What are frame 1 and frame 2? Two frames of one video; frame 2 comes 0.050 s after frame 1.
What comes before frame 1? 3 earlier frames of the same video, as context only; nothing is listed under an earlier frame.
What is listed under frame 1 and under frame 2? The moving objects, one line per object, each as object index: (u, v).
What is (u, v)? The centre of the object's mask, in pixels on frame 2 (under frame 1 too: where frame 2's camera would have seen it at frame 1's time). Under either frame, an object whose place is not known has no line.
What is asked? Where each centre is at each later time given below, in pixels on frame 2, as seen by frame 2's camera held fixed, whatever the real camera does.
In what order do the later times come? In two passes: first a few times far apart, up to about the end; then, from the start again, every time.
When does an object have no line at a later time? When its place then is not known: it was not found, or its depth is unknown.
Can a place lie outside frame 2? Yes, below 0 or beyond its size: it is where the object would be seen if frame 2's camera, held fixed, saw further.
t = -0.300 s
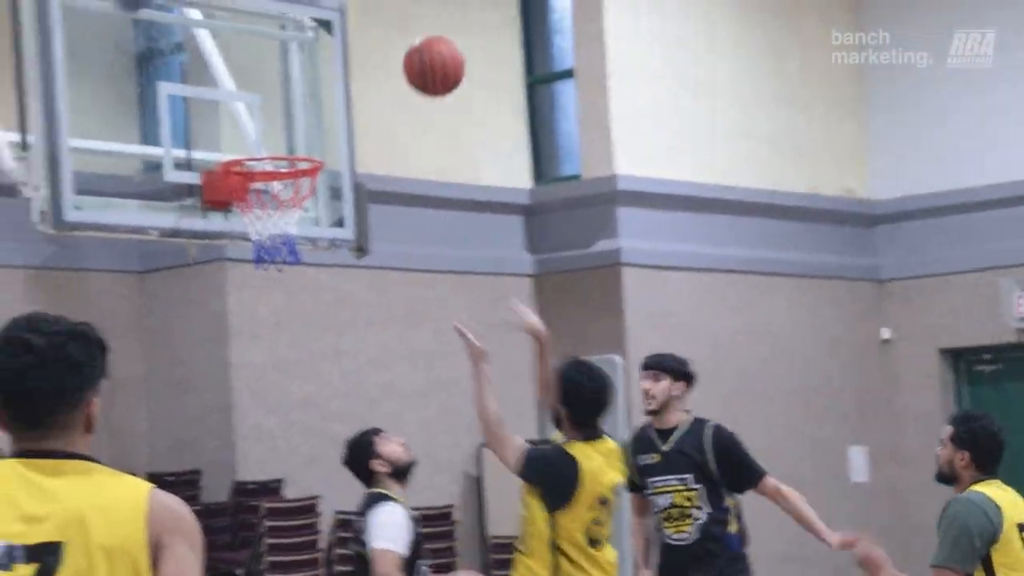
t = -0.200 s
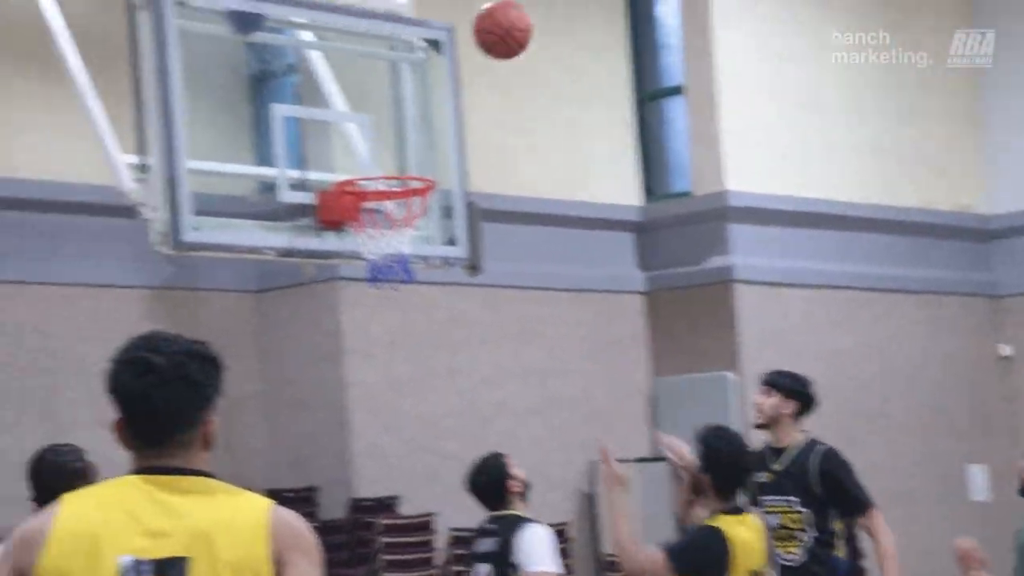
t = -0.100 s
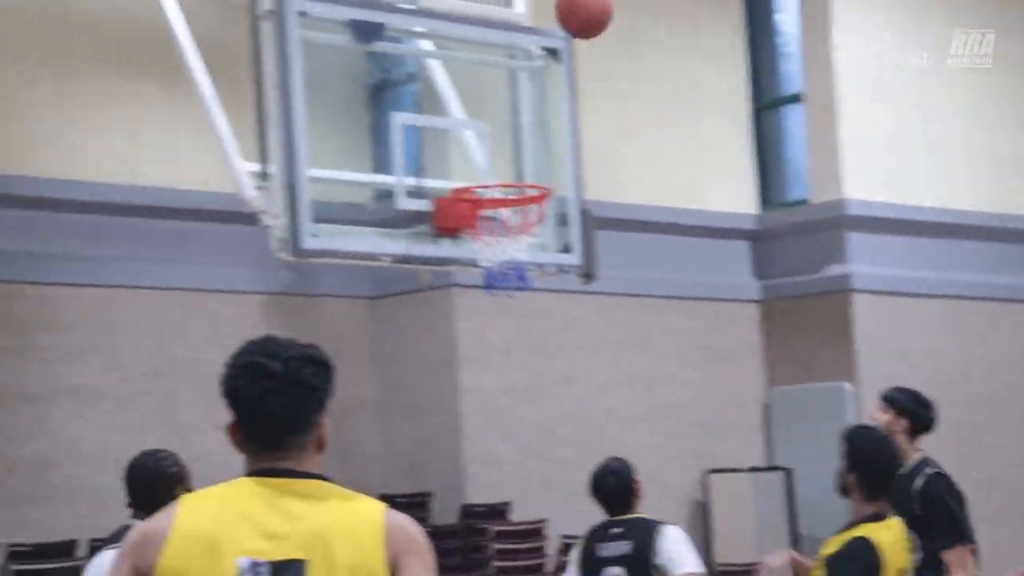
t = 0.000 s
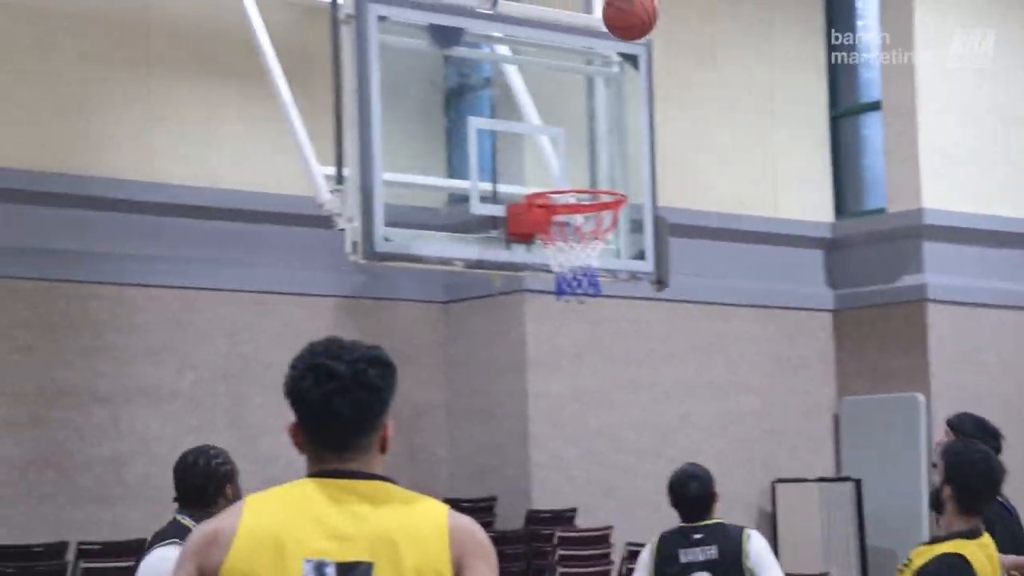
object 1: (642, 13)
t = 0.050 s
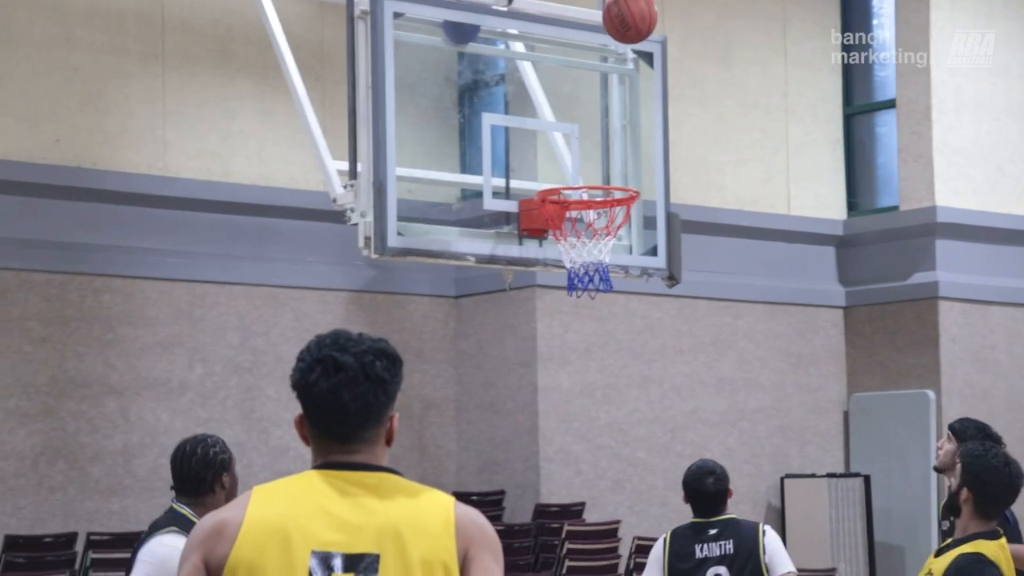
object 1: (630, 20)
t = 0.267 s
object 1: (573, 103)
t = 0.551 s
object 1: (568, 132)
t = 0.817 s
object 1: (615, 172)
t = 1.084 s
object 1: (547, 241)
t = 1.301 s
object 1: (571, 301)
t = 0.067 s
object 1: (625, 23)
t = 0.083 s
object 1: (622, 26)
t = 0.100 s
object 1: (618, 30)
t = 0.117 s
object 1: (614, 34)
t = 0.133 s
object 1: (610, 40)
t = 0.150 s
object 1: (606, 46)
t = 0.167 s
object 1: (601, 52)
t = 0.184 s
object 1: (597, 60)
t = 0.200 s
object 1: (592, 68)
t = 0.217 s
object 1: (587, 76)
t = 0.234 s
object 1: (582, 85)
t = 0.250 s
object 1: (577, 94)
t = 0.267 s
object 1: (573, 103)
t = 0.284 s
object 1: (569, 114)
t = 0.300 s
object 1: (564, 124)
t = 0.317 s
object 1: (559, 135)
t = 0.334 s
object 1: (554, 147)
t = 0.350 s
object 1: (549, 158)
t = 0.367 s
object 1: (543, 169)
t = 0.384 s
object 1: (541, 171)
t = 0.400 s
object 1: (544, 166)
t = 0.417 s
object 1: (546, 161)
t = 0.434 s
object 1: (549, 156)
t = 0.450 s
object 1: (552, 151)
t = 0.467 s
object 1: (554, 147)
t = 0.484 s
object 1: (557, 142)
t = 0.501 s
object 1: (559, 139)
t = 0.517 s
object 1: (562, 136)
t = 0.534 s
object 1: (565, 134)
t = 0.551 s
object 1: (568, 132)
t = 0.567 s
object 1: (571, 131)
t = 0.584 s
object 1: (574, 130)
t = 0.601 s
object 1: (577, 130)
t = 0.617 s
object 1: (580, 131)
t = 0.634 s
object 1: (583, 131)
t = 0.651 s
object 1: (587, 133)
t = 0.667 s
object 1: (590, 135)
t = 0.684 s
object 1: (593, 138)
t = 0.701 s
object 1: (596, 141)
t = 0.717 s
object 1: (599, 145)
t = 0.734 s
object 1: (602, 150)
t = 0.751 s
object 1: (605, 155)
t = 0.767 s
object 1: (608, 160)
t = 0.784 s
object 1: (612, 165)
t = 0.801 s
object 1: (615, 169)
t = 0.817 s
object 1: (615, 172)
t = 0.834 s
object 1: (608, 180)
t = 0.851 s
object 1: (601, 184)
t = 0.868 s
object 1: (596, 188)
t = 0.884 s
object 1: (589, 192)
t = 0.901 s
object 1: (584, 196)
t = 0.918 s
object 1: (578, 206)
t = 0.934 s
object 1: (572, 210)
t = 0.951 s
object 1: (569, 214)
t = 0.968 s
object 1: (558, 219)
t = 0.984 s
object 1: (555, 222)
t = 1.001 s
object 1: (552, 227)
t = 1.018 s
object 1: (549, 230)
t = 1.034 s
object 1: (546, 231)
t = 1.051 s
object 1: (547, 237)
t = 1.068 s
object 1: (546, 239)
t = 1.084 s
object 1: (547, 241)
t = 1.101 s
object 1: (548, 244)
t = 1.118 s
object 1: (549, 246)
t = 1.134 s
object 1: (550, 249)
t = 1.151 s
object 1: (551, 252)
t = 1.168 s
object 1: (553, 254)
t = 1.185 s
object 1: (555, 258)
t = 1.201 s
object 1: (557, 263)
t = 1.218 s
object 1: (559, 268)
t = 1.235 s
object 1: (561, 273)
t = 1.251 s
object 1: (564, 279)
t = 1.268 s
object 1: (566, 284)
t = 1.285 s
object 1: (568, 290)
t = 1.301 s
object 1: (571, 301)
